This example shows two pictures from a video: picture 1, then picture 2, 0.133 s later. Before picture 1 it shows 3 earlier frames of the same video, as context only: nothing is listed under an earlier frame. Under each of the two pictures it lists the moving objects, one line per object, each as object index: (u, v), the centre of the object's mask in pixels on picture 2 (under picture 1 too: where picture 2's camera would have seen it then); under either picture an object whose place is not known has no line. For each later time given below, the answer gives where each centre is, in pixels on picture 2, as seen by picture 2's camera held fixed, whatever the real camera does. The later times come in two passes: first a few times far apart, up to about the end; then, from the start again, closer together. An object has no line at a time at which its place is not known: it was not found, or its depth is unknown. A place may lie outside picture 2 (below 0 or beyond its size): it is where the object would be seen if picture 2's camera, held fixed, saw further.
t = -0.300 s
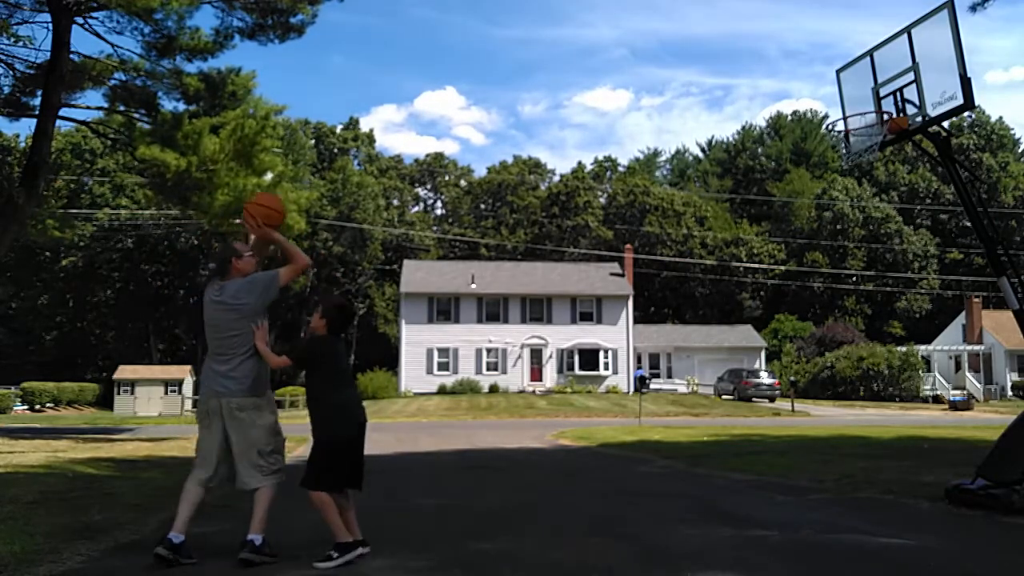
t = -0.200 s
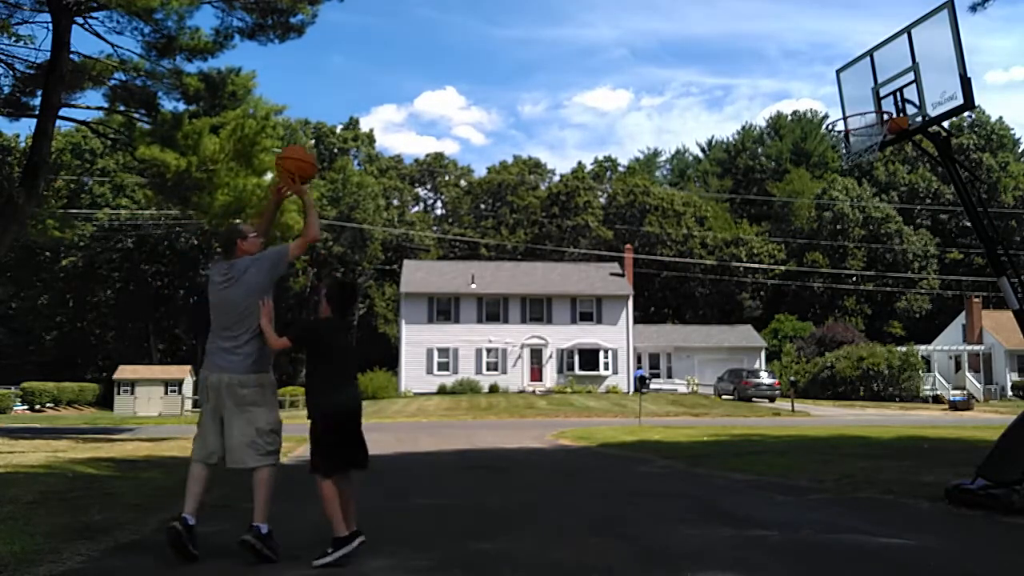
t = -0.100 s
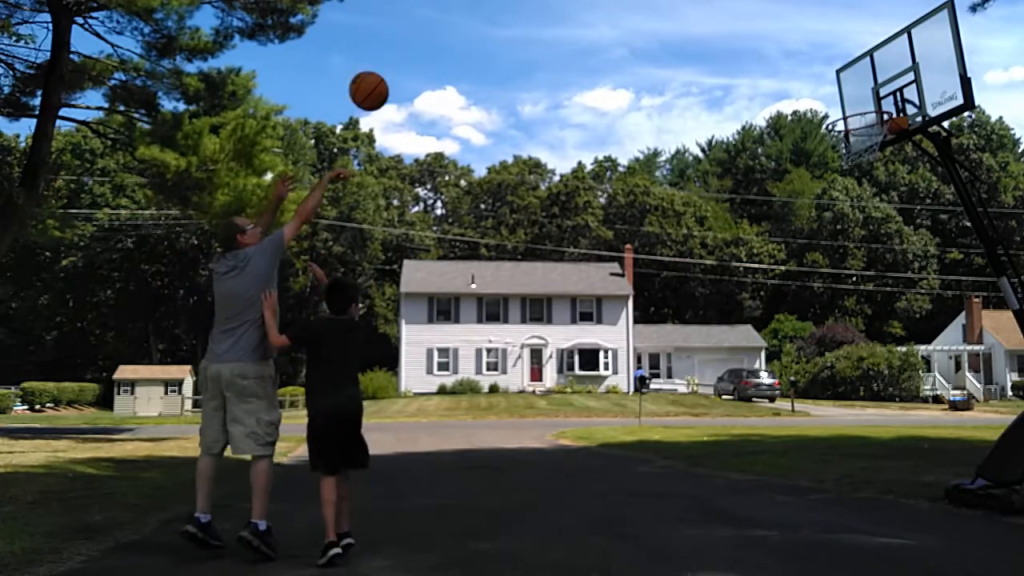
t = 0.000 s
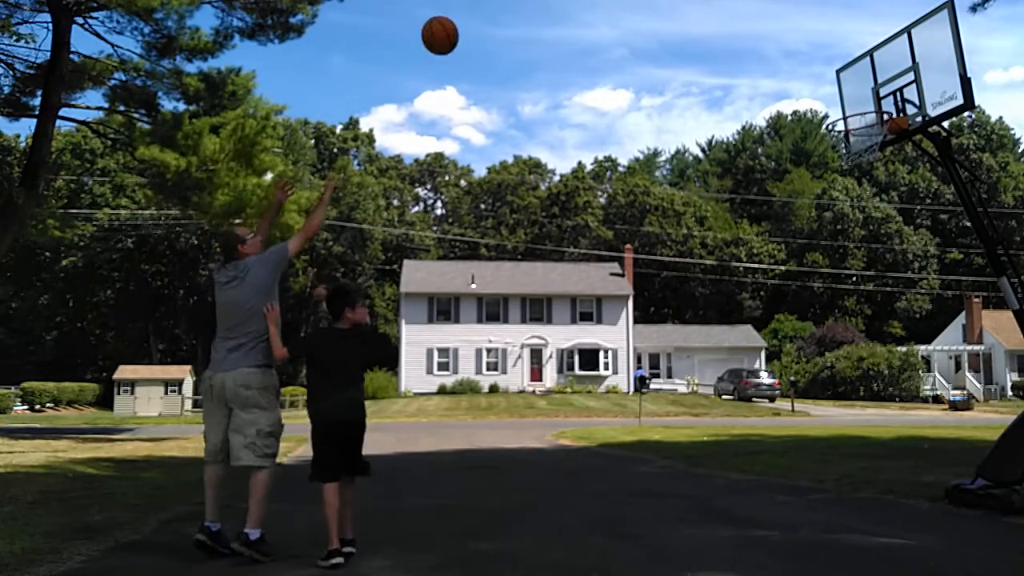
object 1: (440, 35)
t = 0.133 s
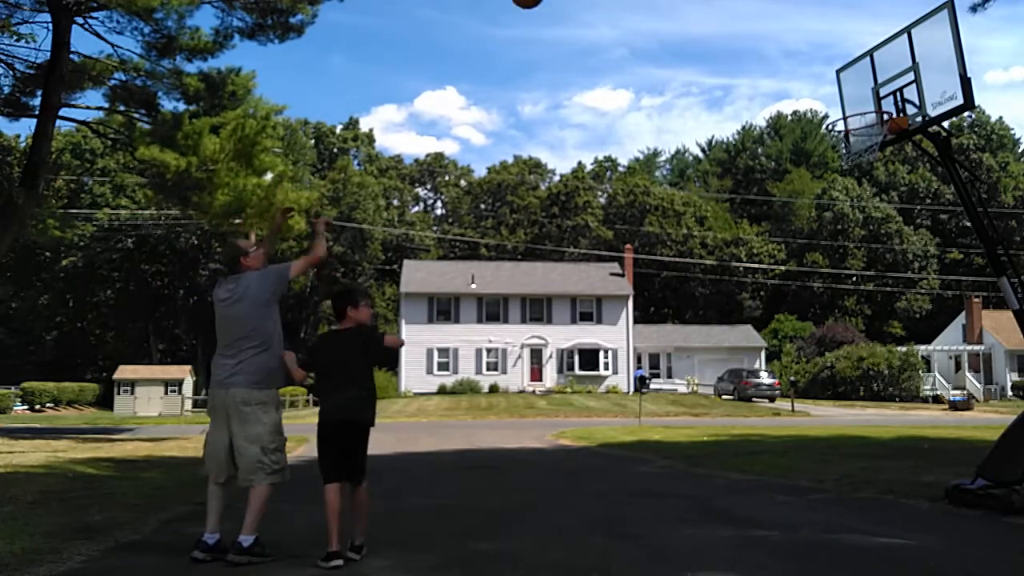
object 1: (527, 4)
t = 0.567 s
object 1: (763, 16)
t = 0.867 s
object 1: (849, 112)
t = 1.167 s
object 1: (864, 109)
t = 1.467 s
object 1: (842, 174)
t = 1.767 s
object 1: (826, 323)
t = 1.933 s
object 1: (818, 448)
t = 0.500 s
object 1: (730, 5)
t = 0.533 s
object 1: (746, 10)
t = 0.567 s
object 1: (763, 16)
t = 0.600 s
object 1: (779, 27)
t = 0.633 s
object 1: (795, 40)
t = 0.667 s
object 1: (811, 54)
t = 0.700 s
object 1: (826, 69)
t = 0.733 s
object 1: (842, 85)
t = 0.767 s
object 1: (856, 102)
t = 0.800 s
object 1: (866, 117)
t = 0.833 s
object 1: (857, 115)
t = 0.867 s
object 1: (849, 112)
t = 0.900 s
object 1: (851, 107)
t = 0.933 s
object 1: (853, 102)
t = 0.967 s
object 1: (854, 99)
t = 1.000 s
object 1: (856, 97)
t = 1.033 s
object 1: (858, 97)
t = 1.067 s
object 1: (859, 98)
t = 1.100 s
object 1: (861, 100)
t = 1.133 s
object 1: (863, 104)
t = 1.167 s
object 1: (864, 109)
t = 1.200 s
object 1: (861, 116)
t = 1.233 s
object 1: (858, 123)
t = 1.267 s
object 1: (856, 127)
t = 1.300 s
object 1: (854, 130)
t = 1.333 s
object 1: (854, 134)
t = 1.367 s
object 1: (852, 139)
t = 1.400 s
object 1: (845, 151)
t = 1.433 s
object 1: (841, 165)
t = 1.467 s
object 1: (842, 174)
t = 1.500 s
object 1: (841, 186)
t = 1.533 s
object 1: (837, 200)
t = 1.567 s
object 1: (835, 211)
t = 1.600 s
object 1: (833, 228)
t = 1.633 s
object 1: (832, 243)
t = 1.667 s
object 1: (830, 262)
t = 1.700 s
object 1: (830, 282)
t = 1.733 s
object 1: (827, 303)
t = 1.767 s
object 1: (826, 323)
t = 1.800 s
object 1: (824, 345)
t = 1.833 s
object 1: (821, 368)
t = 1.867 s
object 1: (820, 395)
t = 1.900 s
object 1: (819, 421)
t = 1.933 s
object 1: (818, 448)
